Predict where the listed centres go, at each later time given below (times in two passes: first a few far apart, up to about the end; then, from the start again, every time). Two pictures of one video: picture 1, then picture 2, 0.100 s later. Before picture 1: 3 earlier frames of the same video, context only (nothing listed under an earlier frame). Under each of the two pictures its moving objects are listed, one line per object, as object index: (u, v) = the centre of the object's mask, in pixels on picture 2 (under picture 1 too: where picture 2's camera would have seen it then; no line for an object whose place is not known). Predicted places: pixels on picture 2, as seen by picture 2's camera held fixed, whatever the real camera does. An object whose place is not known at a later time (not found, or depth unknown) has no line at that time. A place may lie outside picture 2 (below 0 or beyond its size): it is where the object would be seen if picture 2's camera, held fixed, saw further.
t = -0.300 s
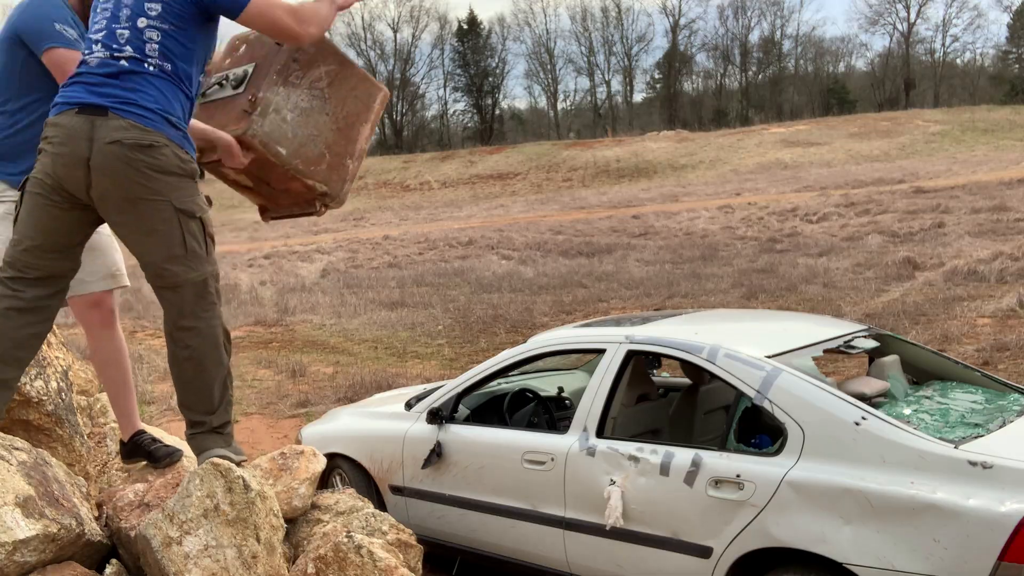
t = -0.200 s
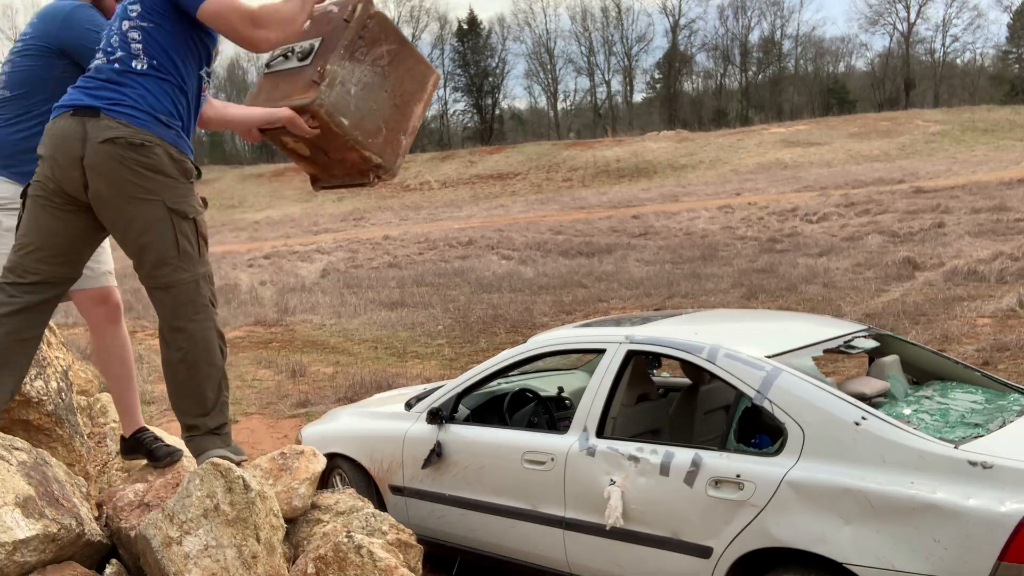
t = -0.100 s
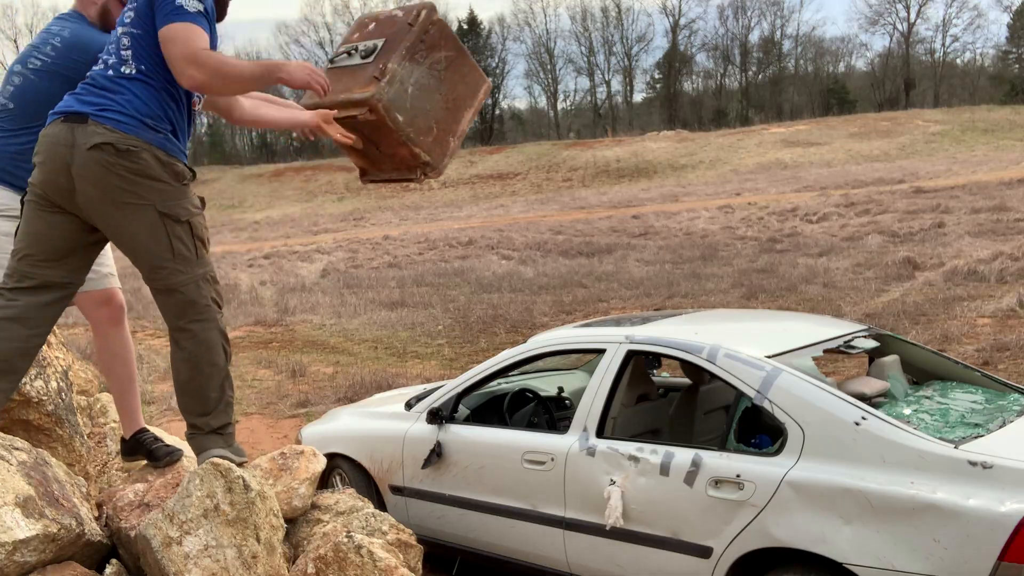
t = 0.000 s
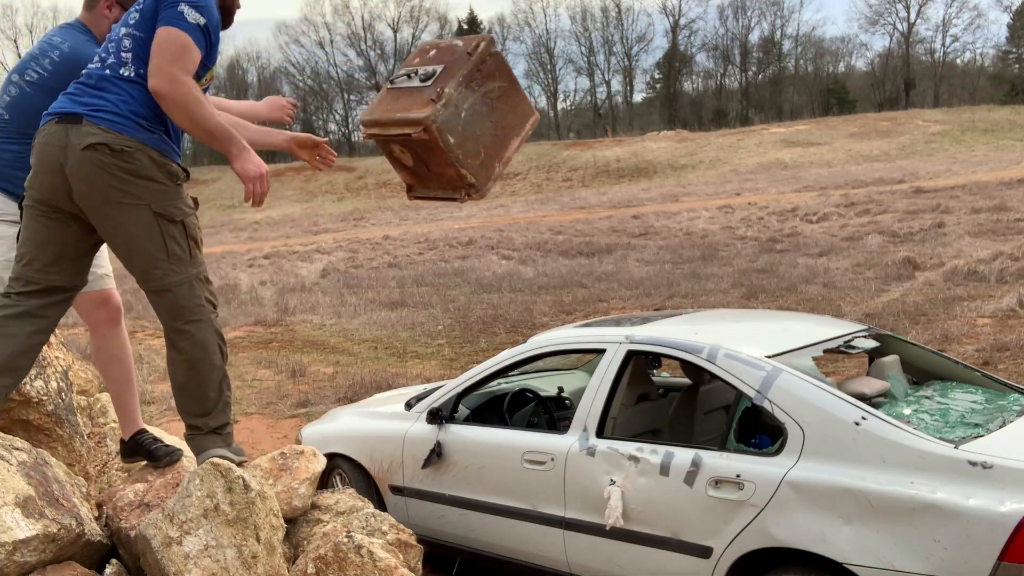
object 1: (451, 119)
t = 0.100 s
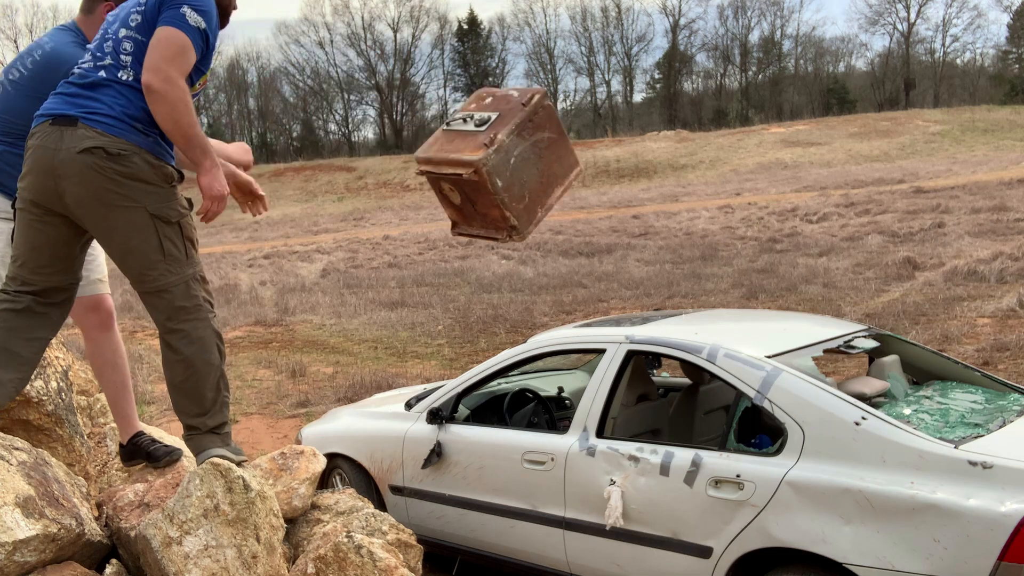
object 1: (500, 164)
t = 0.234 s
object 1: (559, 249)
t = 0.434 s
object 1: (587, 252)
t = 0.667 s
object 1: (598, 256)
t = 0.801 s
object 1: (605, 272)
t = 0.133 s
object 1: (515, 182)
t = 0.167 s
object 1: (530, 202)
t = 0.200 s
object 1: (545, 225)
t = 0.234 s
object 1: (559, 249)
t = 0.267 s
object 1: (573, 274)
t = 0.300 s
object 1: (581, 285)
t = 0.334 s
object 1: (583, 279)
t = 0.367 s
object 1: (585, 271)
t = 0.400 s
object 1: (586, 261)
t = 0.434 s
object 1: (587, 252)
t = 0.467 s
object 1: (586, 246)
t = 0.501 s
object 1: (588, 243)
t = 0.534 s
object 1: (590, 242)
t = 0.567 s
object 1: (592, 242)
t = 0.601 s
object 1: (595, 246)
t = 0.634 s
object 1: (597, 250)
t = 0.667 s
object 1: (598, 256)
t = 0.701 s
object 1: (601, 263)
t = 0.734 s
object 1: (605, 267)
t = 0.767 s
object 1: (604, 270)
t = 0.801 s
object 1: (605, 272)
